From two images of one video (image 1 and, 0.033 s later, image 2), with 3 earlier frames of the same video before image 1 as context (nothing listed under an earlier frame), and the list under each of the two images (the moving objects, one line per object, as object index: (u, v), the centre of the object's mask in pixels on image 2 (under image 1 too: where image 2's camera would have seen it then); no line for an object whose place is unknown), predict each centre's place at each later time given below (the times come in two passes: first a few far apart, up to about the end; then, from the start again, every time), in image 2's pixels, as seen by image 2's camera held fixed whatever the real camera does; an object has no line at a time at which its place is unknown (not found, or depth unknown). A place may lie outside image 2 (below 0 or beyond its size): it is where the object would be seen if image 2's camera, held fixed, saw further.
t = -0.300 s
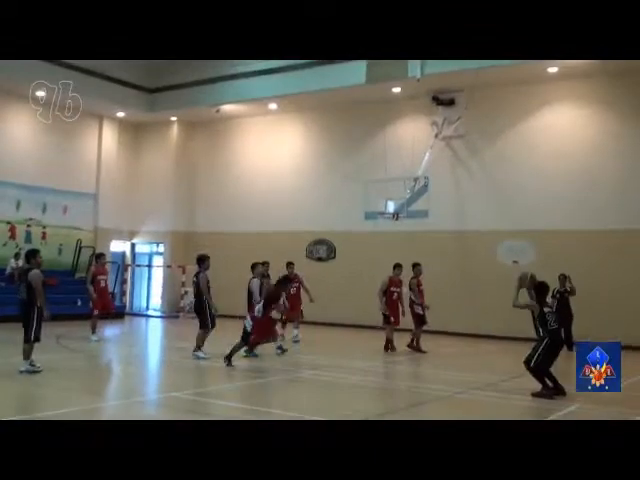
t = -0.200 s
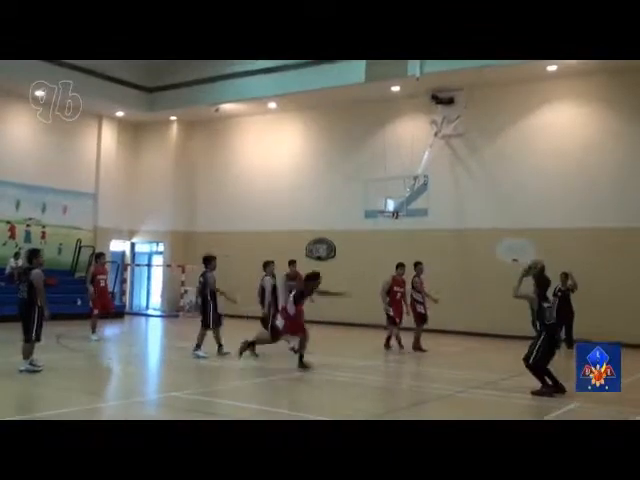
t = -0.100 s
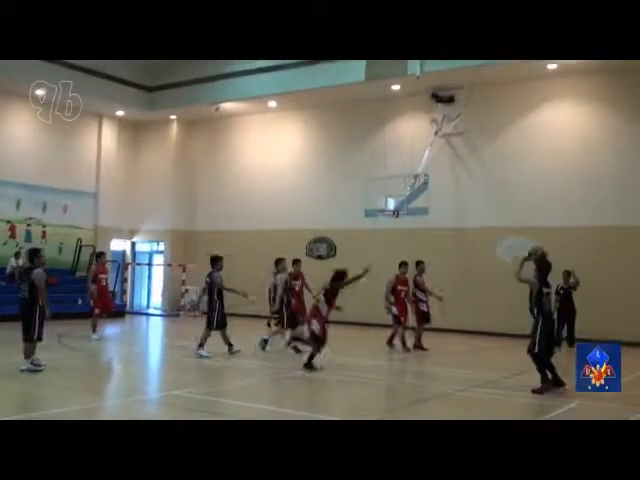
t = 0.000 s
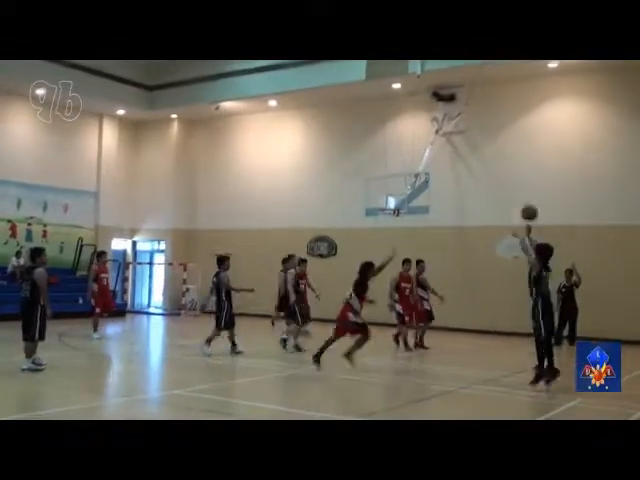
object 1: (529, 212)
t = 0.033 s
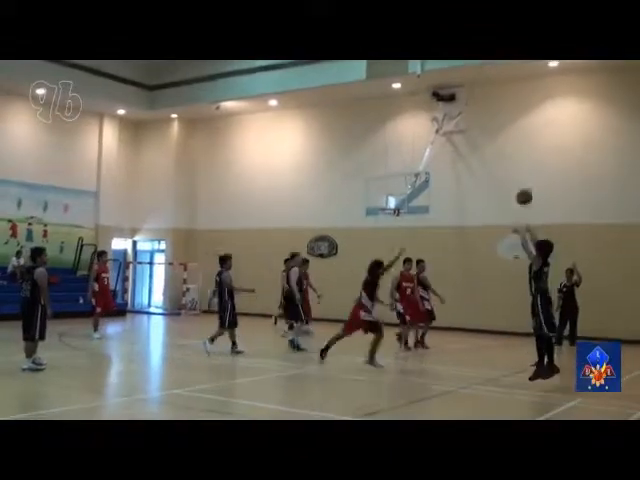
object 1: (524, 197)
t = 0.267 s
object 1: (492, 119)
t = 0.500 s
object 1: (465, 84)
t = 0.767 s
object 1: (440, 84)
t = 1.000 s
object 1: (421, 110)
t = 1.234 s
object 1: (404, 155)
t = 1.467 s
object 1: (389, 216)
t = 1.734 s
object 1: (380, 228)
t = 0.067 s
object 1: (519, 182)
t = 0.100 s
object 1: (514, 169)
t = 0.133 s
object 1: (509, 157)
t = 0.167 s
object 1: (505, 146)
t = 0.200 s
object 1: (500, 136)
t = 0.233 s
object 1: (496, 127)
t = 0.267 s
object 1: (492, 119)
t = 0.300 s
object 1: (487, 112)
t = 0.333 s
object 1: (483, 105)
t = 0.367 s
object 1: (479, 100)
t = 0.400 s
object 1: (476, 95)
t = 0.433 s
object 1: (472, 91)
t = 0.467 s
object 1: (468, 87)
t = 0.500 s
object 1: (465, 84)
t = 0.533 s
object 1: (462, 83)
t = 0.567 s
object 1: (458, 80)
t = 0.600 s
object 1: (455, 80)
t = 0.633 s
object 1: (452, 79)
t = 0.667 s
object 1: (449, 80)
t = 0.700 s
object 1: (447, 80)
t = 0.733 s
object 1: (443, 82)
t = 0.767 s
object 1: (440, 84)
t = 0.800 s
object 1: (437, 85)
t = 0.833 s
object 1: (435, 86)
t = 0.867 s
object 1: (432, 92)
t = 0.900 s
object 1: (429, 97)
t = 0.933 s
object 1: (426, 101)
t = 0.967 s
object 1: (424, 105)
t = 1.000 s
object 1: (421, 110)
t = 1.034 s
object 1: (419, 115)
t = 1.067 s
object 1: (416, 121)
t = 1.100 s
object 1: (413, 127)
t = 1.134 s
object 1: (411, 134)
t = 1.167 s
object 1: (409, 140)
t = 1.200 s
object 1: (406, 148)
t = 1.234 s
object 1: (404, 155)
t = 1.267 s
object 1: (402, 163)
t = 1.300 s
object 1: (400, 171)
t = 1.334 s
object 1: (398, 180)
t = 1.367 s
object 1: (396, 189)
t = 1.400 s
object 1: (394, 198)
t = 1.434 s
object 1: (391, 203)
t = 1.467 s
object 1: (389, 216)
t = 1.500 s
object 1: (388, 219)
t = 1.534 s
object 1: (387, 218)
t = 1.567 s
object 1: (386, 219)
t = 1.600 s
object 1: (386, 220)
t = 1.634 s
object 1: (384, 221)
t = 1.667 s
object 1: (383, 224)
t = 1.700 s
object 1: (381, 225)
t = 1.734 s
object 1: (380, 228)
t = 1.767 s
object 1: (379, 231)
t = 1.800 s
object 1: (378, 236)
